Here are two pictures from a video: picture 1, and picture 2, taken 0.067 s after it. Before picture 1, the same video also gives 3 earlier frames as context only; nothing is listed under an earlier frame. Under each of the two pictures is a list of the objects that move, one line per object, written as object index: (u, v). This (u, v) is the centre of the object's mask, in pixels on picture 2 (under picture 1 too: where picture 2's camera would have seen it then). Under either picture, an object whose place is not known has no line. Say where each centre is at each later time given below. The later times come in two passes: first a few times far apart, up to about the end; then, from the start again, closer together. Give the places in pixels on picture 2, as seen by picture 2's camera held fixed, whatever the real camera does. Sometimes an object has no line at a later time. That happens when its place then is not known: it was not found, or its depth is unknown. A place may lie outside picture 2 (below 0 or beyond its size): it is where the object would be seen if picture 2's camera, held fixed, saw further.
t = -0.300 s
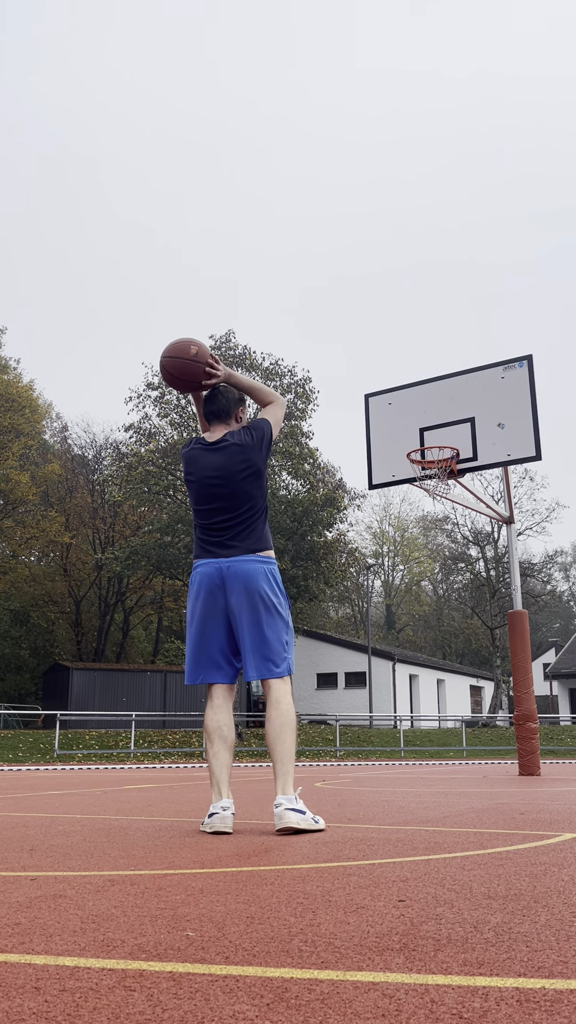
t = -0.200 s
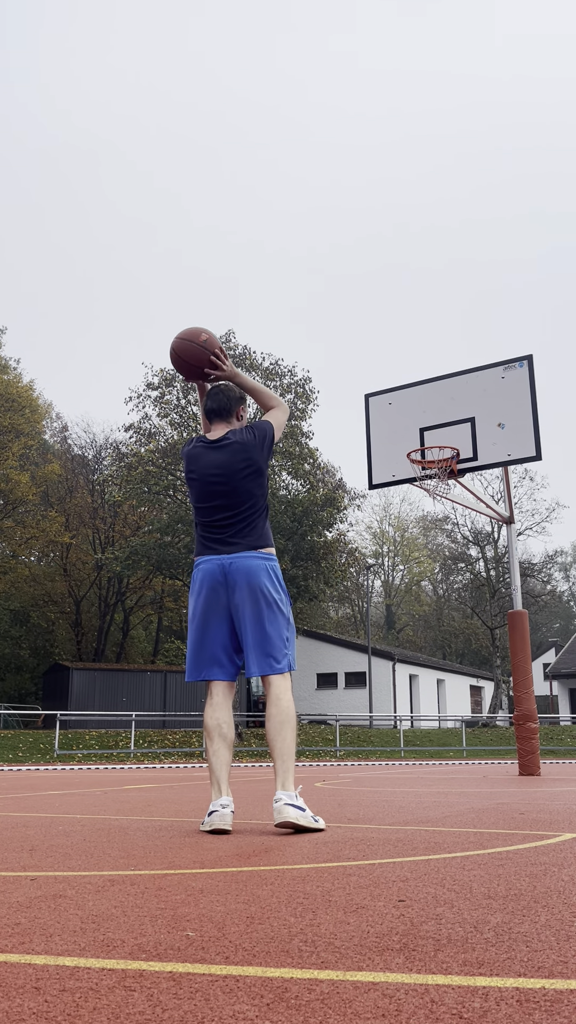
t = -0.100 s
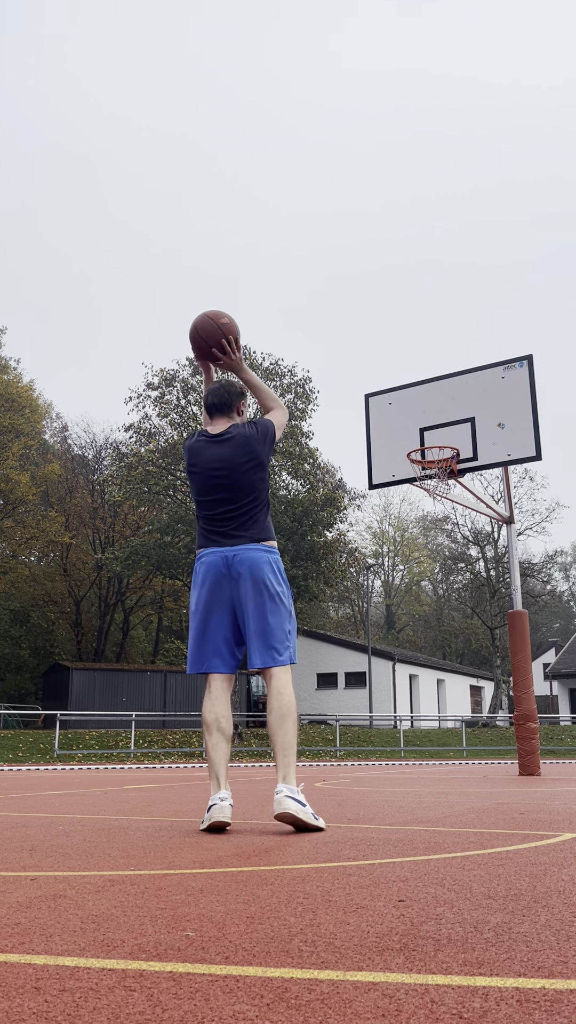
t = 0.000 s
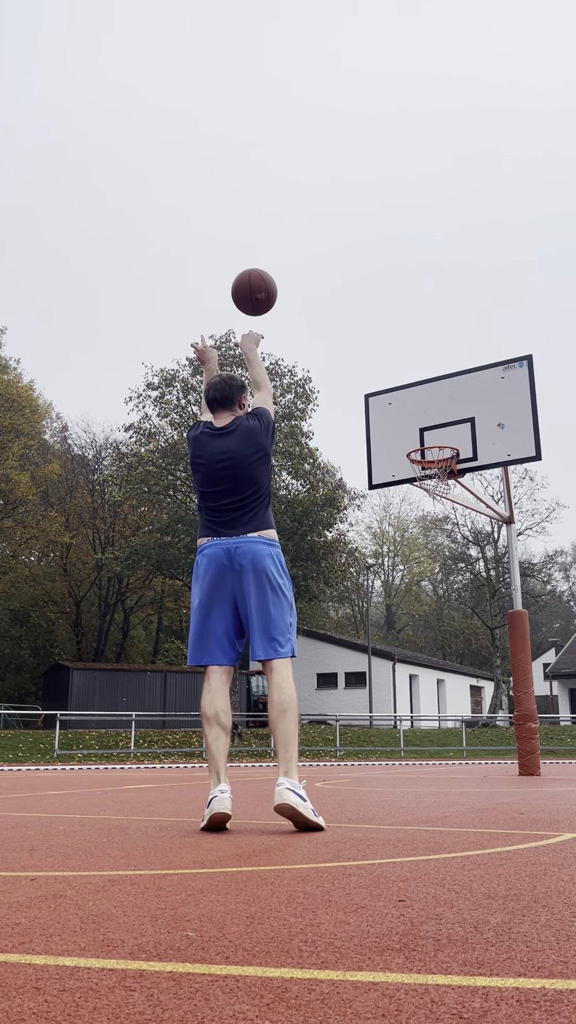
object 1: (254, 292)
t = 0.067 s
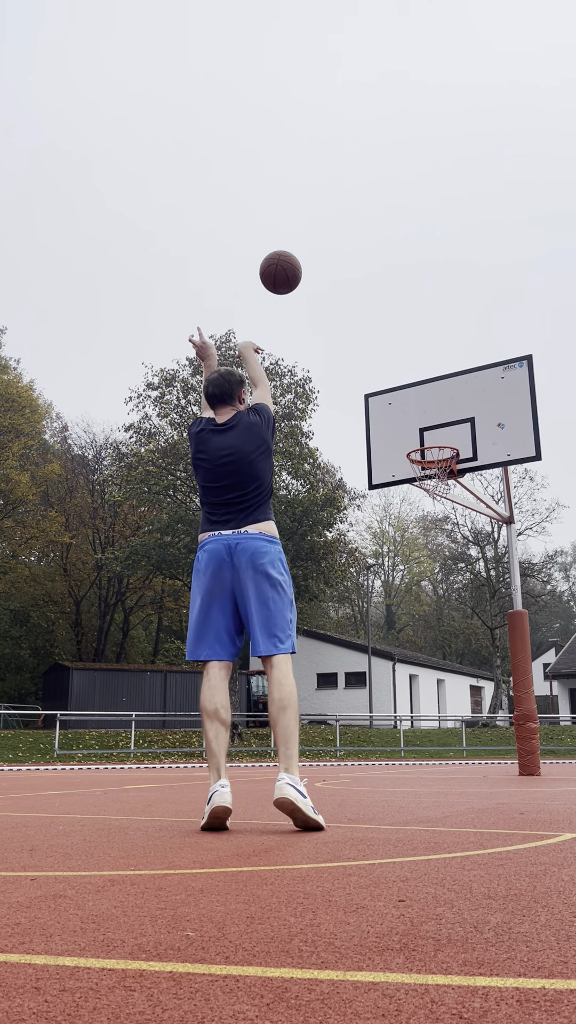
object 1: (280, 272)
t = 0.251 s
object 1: (337, 260)
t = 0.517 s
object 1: (394, 314)
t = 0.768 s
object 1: (433, 413)
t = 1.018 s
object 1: (414, 509)
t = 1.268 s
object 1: (373, 631)
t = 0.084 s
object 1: (287, 269)
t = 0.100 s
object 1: (292, 266)
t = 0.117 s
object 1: (298, 263)
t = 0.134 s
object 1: (303, 262)
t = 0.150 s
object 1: (308, 260)
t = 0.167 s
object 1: (313, 259)
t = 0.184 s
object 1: (318, 259)
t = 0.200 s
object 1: (323, 258)
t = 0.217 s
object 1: (328, 259)
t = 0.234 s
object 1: (332, 259)
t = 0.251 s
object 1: (337, 260)
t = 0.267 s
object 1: (341, 262)
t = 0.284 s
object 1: (345, 263)
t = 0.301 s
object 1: (349, 265)
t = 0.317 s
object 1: (353, 267)
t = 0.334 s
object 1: (357, 270)
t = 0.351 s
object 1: (361, 273)
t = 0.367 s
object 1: (364, 276)
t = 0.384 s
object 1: (368, 279)
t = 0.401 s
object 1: (371, 283)
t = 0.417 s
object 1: (375, 286)
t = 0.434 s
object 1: (378, 290)
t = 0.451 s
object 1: (381, 295)
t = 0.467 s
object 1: (385, 299)
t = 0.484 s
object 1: (388, 304)
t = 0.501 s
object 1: (391, 309)
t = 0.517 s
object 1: (394, 314)
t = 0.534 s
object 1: (397, 320)
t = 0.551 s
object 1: (400, 325)
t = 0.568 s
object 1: (402, 331)
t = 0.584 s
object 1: (405, 337)
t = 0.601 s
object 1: (408, 343)
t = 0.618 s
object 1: (411, 349)
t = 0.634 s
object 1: (413, 356)
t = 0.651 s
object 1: (416, 362)
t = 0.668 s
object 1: (418, 368)
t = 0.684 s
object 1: (421, 376)
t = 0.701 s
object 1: (423, 383)
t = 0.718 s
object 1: (426, 390)
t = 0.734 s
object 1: (428, 397)
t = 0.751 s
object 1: (431, 405)
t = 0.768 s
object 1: (433, 413)
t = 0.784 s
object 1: (435, 421)
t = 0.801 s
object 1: (438, 428)
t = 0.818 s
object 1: (440, 435)
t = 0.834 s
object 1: (442, 445)
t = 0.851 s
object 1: (444, 454)
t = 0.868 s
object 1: (443, 457)
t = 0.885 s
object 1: (437, 461)
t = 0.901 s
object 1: (436, 469)
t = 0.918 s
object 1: (433, 473)
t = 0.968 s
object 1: (423, 491)
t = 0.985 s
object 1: (420, 497)
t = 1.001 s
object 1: (417, 502)
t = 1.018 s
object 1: (414, 509)
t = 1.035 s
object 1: (411, 515)
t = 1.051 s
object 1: (408, 522)
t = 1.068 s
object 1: (405, 529)
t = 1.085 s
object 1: (402, 537)
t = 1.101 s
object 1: (399, 544)
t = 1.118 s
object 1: (397, 552)
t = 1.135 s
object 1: (394, 559)
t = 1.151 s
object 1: (391, 568)
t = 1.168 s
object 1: (388, 576)
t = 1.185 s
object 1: (386, 585)
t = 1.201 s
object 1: (383, 594)
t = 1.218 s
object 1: (381, 602)
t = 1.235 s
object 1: (378, 612)
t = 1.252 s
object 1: (375, 622)
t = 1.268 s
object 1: (373, 631)
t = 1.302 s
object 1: (368, 651)
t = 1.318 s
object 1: (365, 662)
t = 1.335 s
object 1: (363, 672)
